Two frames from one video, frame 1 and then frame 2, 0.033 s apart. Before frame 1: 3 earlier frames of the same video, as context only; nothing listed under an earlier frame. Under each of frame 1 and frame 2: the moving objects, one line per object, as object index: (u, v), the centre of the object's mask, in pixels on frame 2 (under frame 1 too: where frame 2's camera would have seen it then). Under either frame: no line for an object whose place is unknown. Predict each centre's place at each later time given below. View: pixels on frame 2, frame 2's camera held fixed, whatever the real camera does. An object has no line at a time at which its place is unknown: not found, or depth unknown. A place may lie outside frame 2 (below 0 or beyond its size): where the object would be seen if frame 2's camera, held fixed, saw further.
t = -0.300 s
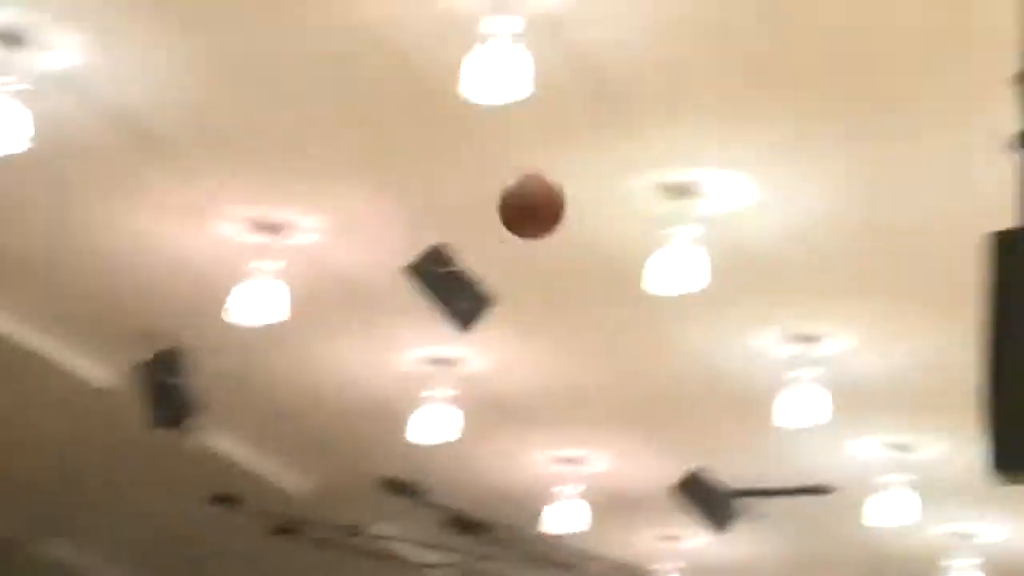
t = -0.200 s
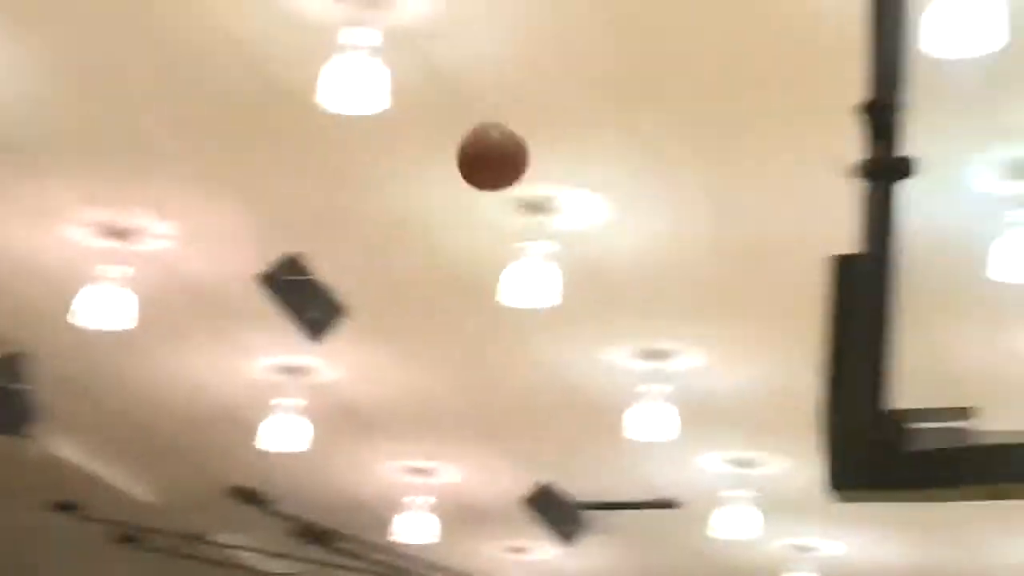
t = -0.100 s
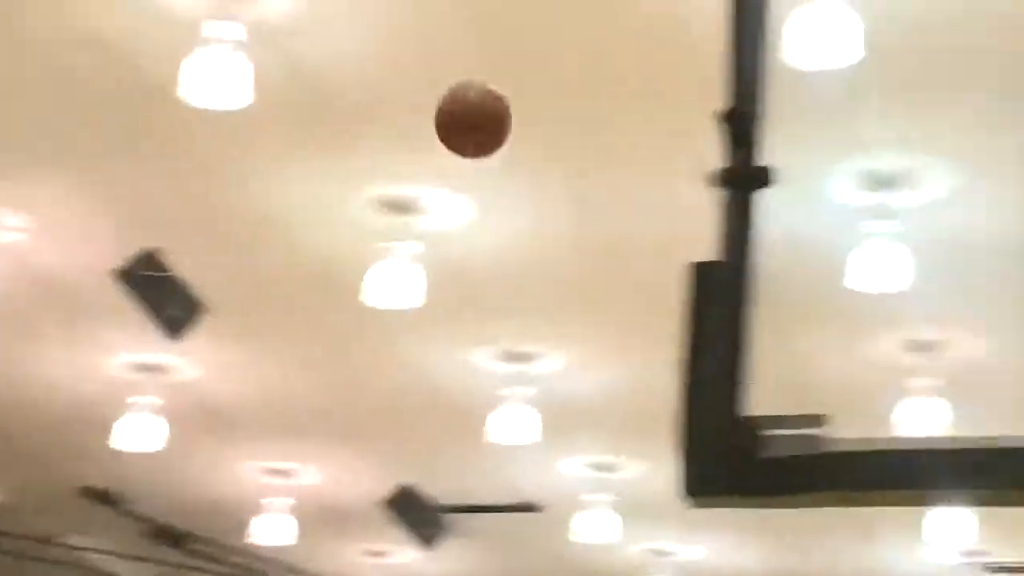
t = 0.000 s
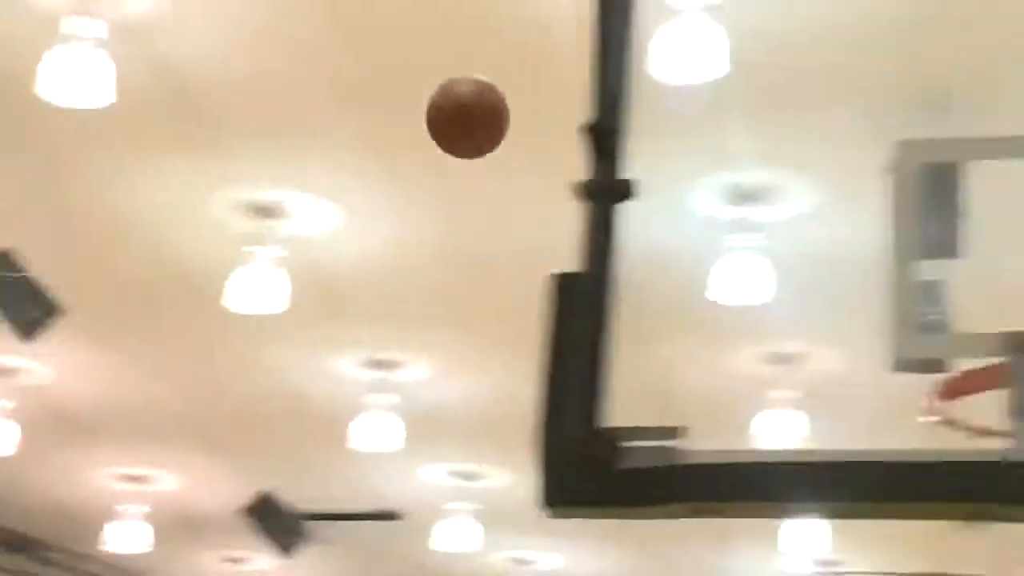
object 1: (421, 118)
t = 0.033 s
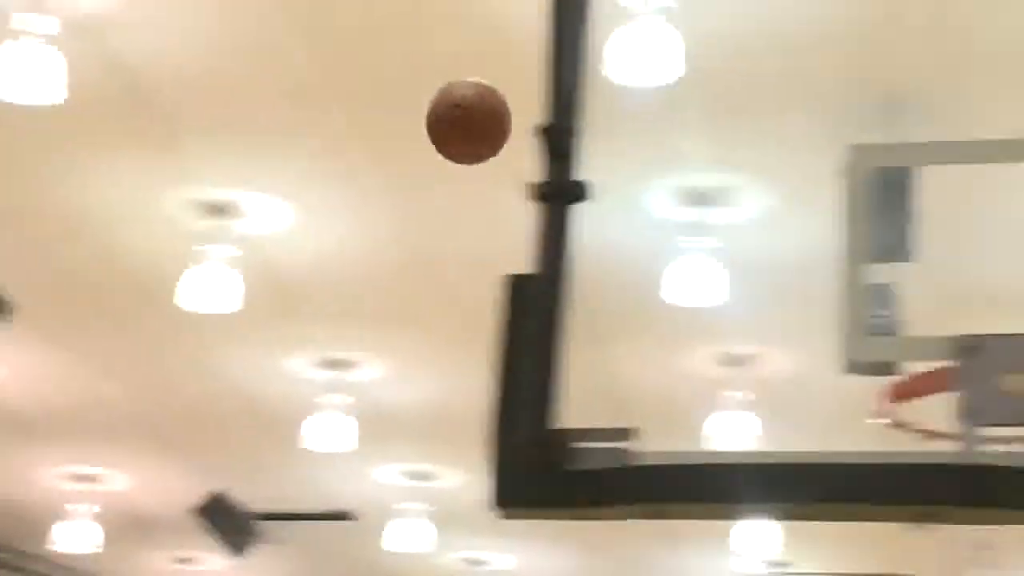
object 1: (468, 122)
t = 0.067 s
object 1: (512, 130)
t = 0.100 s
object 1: (571, 140)
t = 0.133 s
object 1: (618, 156)
